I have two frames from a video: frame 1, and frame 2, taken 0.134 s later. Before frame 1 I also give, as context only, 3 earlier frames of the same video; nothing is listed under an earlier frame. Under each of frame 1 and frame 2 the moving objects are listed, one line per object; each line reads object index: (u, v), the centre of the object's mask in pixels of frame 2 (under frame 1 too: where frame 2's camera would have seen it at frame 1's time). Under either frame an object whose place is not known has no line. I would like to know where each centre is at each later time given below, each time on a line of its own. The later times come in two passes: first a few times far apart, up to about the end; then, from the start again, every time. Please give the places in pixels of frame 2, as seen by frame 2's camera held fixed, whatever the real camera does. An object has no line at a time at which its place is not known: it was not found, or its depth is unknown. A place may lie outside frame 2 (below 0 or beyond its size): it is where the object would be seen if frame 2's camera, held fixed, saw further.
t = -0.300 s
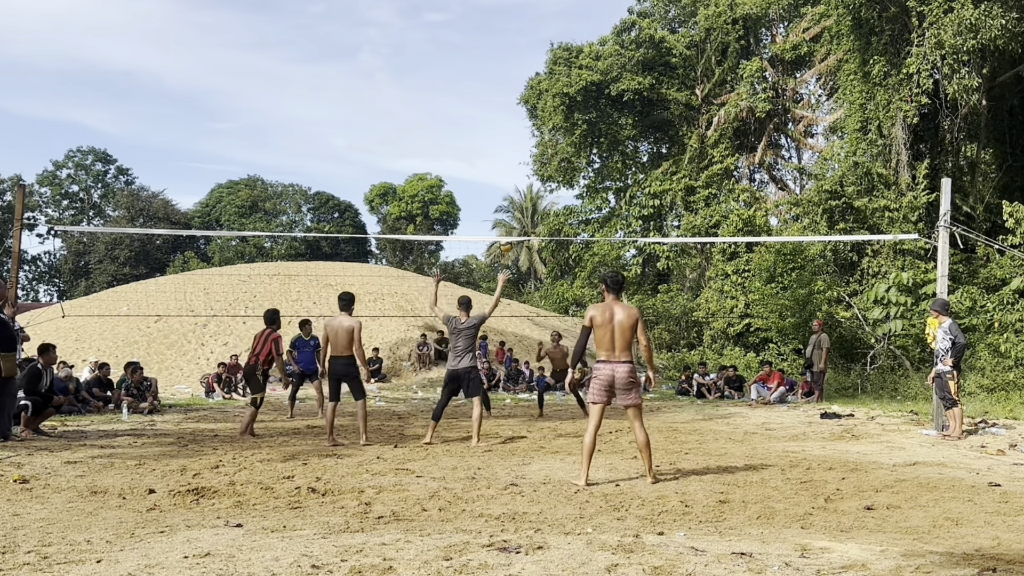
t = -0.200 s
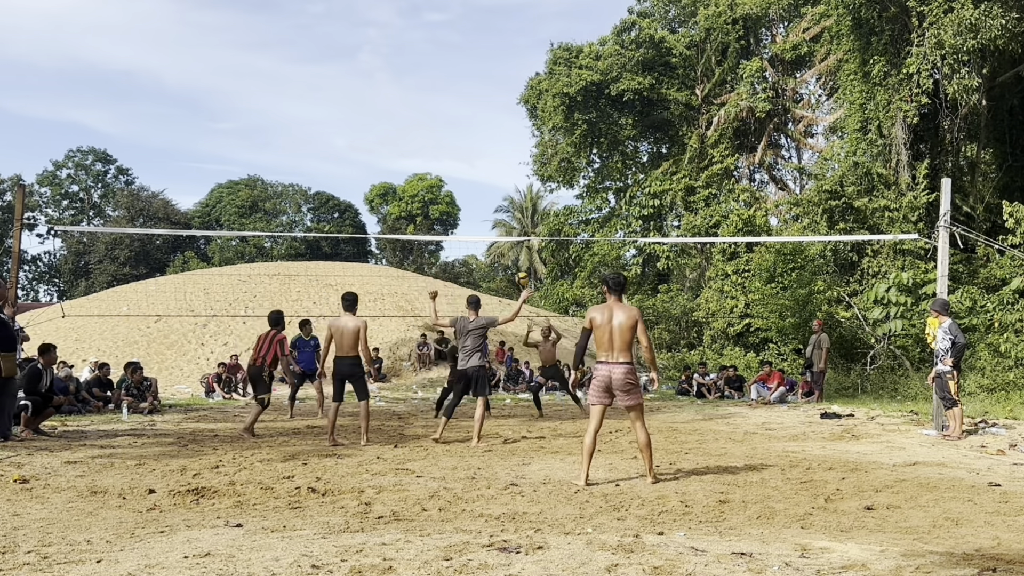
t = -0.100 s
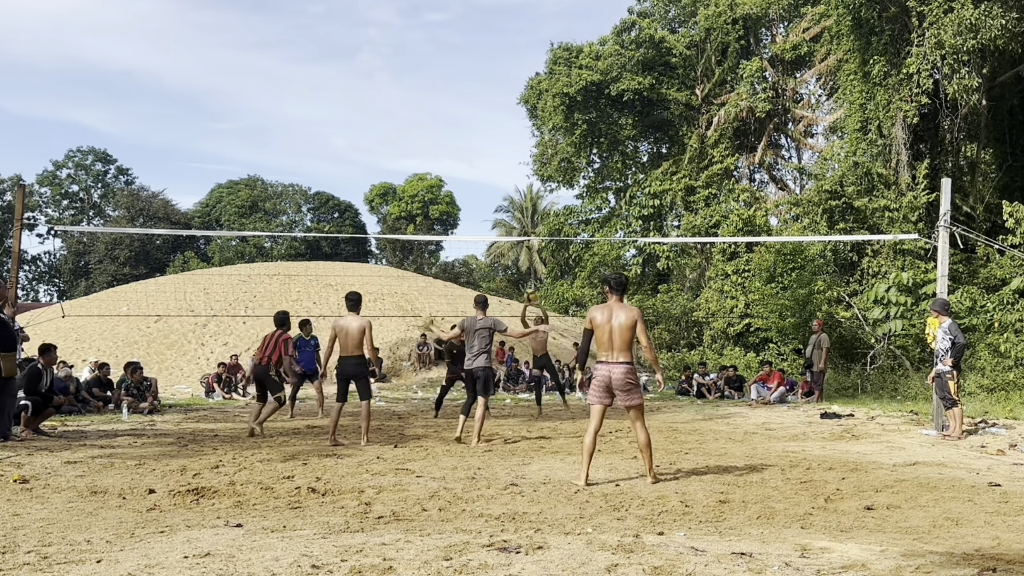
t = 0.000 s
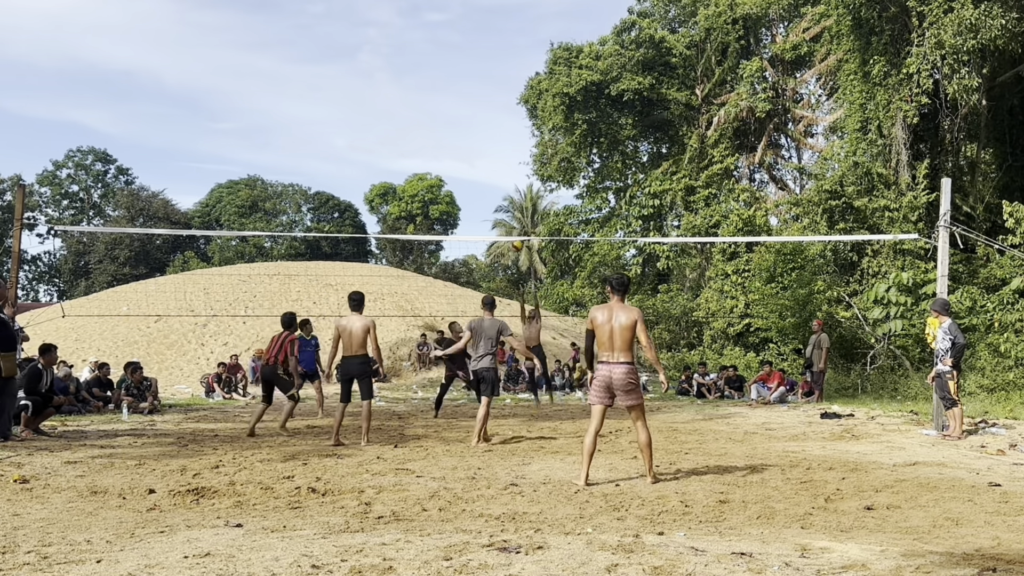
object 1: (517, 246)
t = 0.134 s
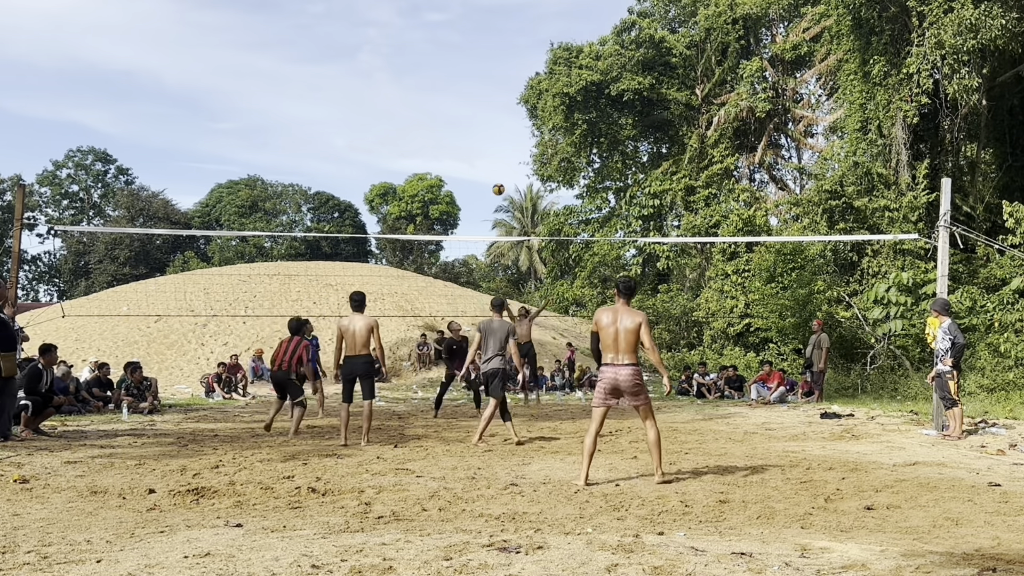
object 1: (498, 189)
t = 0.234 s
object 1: (485, 154)
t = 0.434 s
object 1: (458, 100)
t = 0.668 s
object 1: (426, 67)
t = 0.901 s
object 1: (395, 66)
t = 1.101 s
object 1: (369, 92)
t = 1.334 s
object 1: (339, 154)
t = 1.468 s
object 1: (322, 204)
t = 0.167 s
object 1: (494, 177)
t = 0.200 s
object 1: (489, 165)
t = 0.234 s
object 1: (485, 154)
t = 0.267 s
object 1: (480, 143)
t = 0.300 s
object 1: (476, 133)
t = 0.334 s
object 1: (471, 124)
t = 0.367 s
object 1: (467, 115)
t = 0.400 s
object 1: (462, 107)
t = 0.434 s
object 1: (458, 100)
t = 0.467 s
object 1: (453, 93)
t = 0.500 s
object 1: (449, 87)
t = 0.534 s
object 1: (444, 82)
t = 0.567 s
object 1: (440, 77)
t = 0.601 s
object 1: (435, 73)
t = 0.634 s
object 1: (431, 69)
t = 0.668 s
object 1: (426, 67)
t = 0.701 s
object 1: (422, 64)
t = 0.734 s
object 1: (418, 63)
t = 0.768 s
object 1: (413, 62)
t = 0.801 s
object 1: (409, 62)
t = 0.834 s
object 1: (404, 63)
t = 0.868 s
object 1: (399, 64)
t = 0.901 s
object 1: (395, 66)
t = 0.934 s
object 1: (390, 68)
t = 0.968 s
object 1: (386, 72)
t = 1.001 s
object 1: (382, 76)
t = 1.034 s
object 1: (377, 80)
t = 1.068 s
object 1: (373, 86)
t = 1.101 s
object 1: (369, 92)
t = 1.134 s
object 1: (365, 99)
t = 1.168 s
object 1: (360, 106)
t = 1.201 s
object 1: (356, 114)
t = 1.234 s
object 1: (352, 123)
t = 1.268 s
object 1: (347, 133)
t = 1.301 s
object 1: (343, 143)
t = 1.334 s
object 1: (339, 154)
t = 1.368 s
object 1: (335, 165)
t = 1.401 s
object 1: (331, 178)
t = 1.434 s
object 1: (327, 190)
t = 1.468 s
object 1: (322, 204)
